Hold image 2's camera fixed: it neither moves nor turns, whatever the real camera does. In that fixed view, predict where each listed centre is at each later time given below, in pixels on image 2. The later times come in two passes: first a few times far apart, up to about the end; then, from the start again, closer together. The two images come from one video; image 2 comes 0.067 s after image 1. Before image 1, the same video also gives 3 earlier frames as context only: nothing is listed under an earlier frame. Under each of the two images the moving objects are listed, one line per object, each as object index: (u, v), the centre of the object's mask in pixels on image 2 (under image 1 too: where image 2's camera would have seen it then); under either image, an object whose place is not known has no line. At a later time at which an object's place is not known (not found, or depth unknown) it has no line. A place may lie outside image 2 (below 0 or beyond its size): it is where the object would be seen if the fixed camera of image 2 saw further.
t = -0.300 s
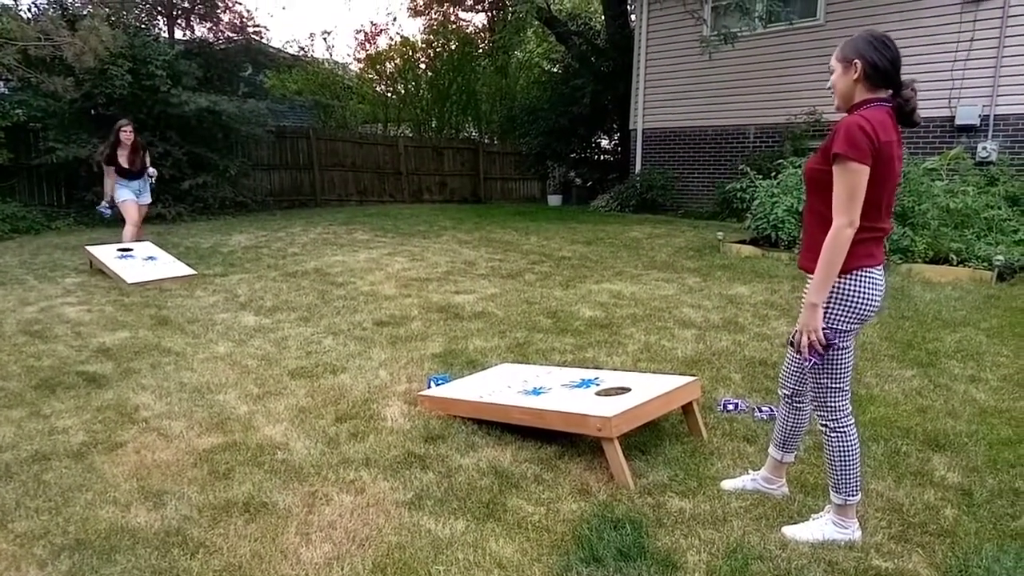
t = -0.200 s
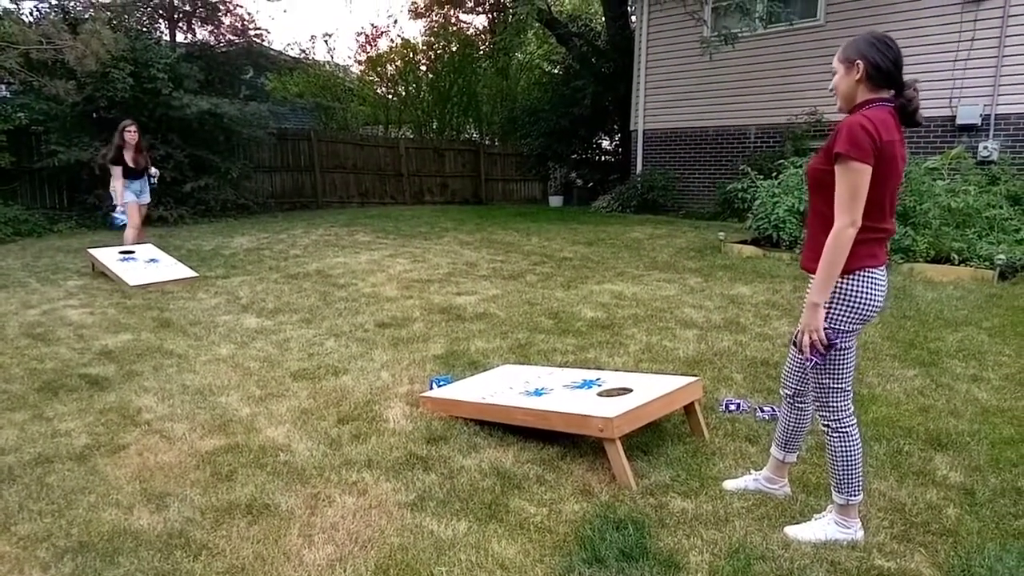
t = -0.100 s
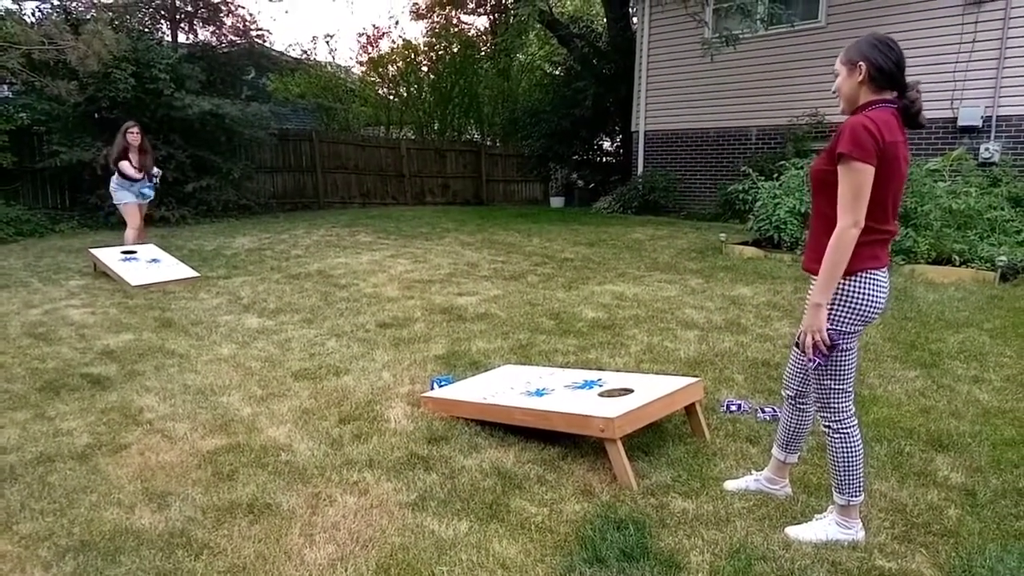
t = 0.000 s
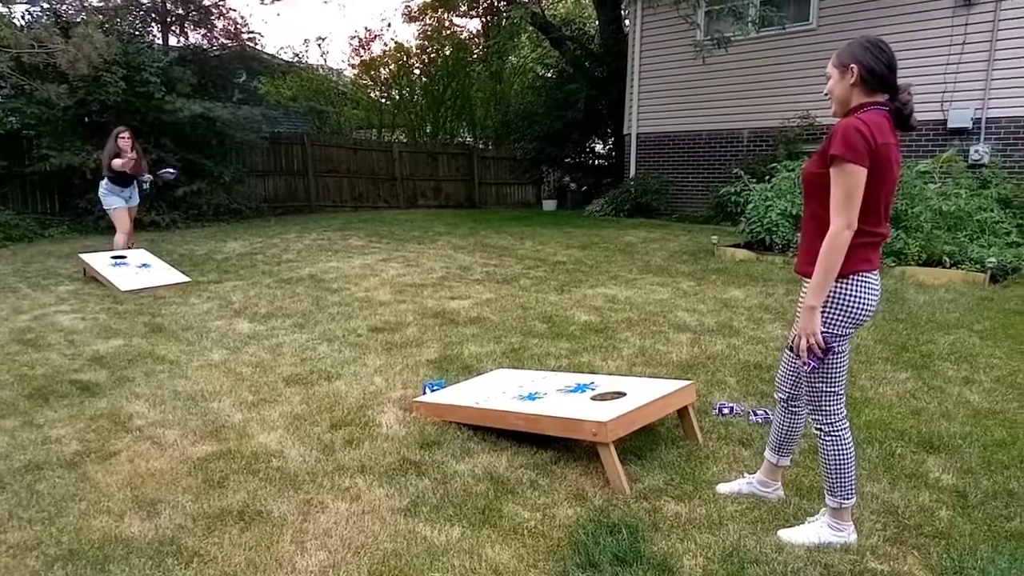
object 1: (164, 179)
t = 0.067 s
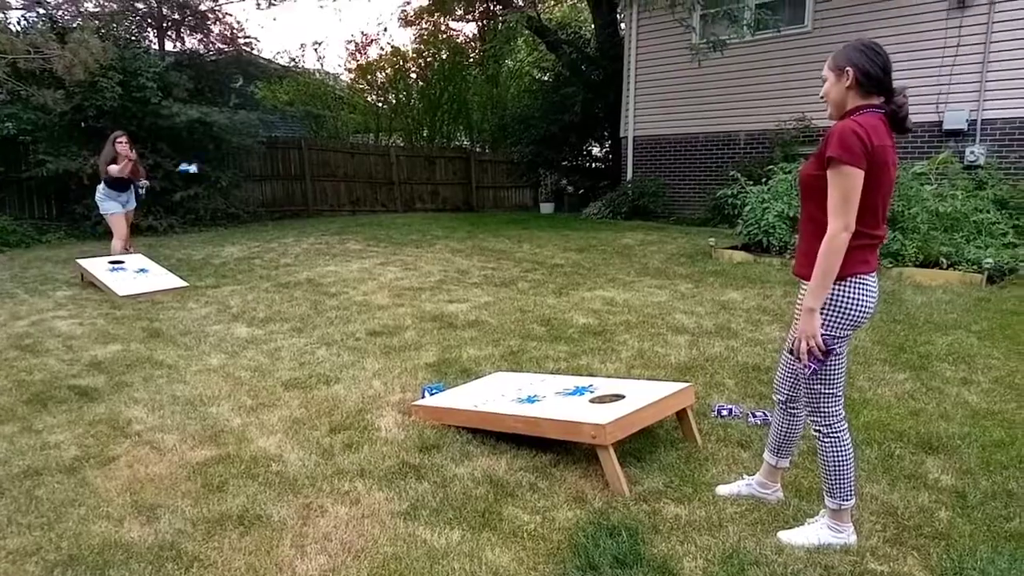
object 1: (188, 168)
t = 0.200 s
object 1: (246, 164)
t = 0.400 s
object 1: (364, 215)
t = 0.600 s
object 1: (544, 390)
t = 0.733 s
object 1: (628, 388)
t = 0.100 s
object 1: (201, 166)
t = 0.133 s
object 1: (215, 164)
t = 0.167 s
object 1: (229, 164)
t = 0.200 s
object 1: (246, 164)
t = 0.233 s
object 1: (261, 167)
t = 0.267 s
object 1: (279, 172)
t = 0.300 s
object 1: (299, 179)
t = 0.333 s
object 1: (320, 189)
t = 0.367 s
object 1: (340, 201)
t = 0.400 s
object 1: (364, 215)
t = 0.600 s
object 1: (544, 390)
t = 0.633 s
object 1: (567, 388)
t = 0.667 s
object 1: (588, 389)
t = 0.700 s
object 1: (612, 391)
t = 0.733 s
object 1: (628, 388)
